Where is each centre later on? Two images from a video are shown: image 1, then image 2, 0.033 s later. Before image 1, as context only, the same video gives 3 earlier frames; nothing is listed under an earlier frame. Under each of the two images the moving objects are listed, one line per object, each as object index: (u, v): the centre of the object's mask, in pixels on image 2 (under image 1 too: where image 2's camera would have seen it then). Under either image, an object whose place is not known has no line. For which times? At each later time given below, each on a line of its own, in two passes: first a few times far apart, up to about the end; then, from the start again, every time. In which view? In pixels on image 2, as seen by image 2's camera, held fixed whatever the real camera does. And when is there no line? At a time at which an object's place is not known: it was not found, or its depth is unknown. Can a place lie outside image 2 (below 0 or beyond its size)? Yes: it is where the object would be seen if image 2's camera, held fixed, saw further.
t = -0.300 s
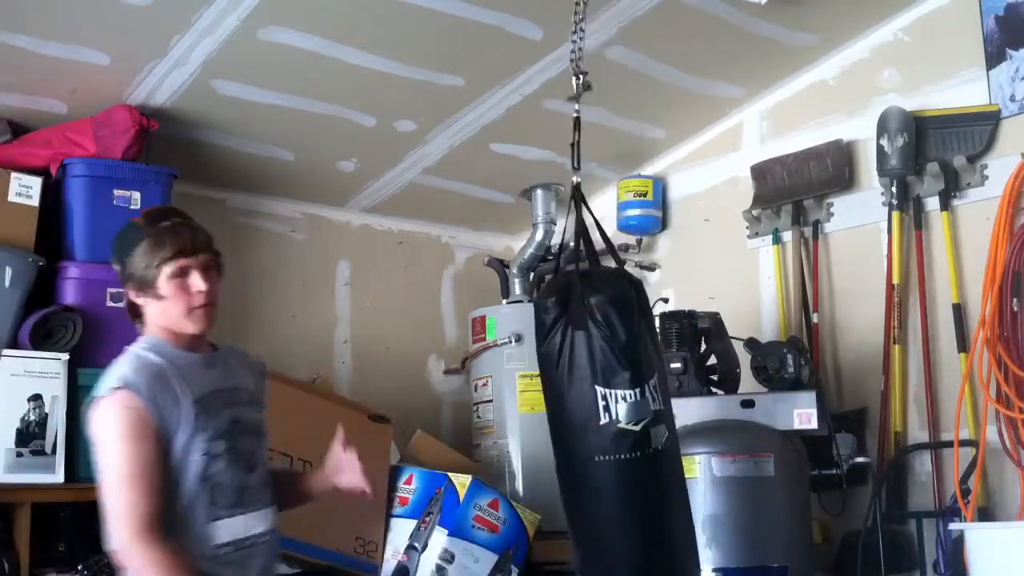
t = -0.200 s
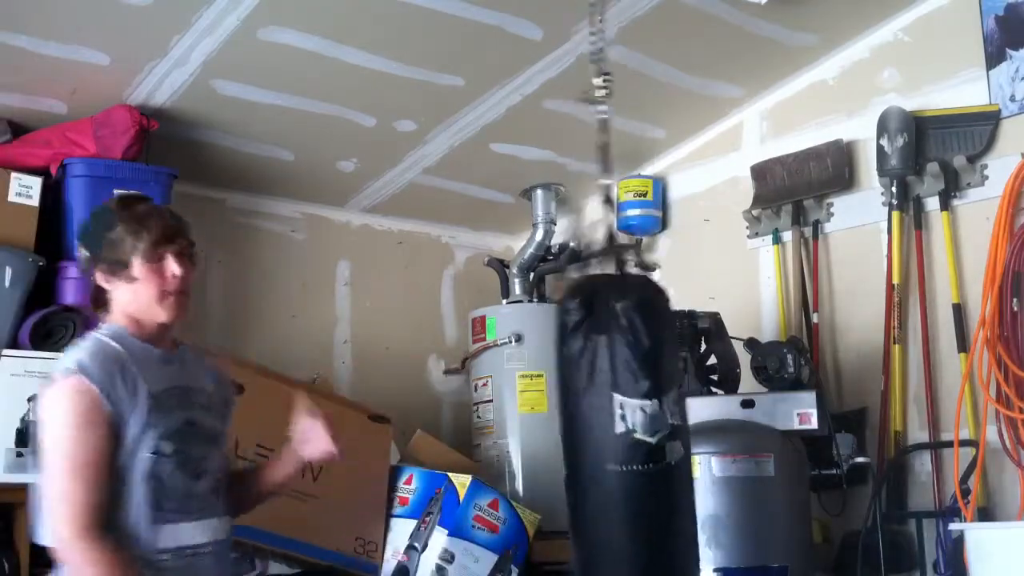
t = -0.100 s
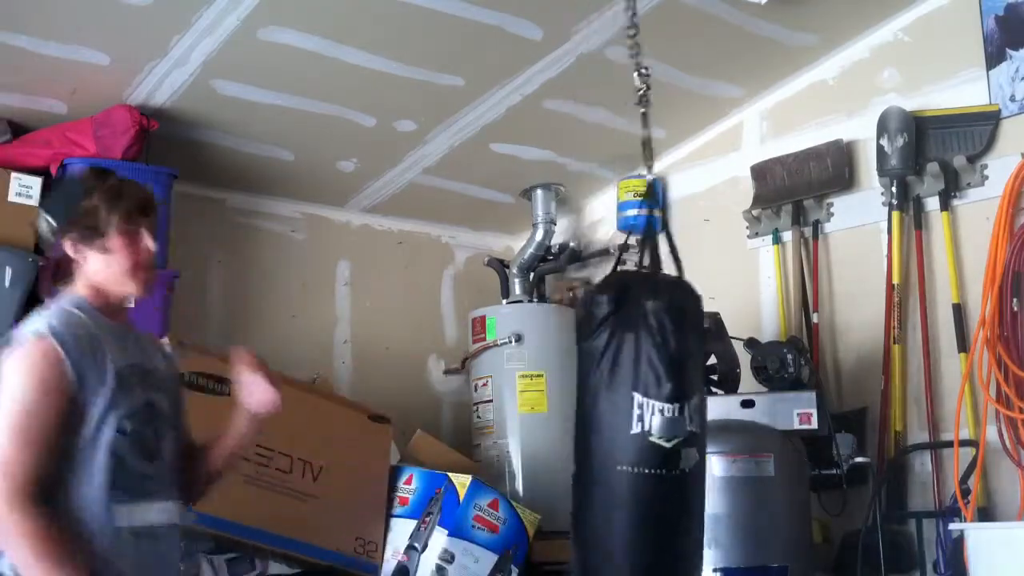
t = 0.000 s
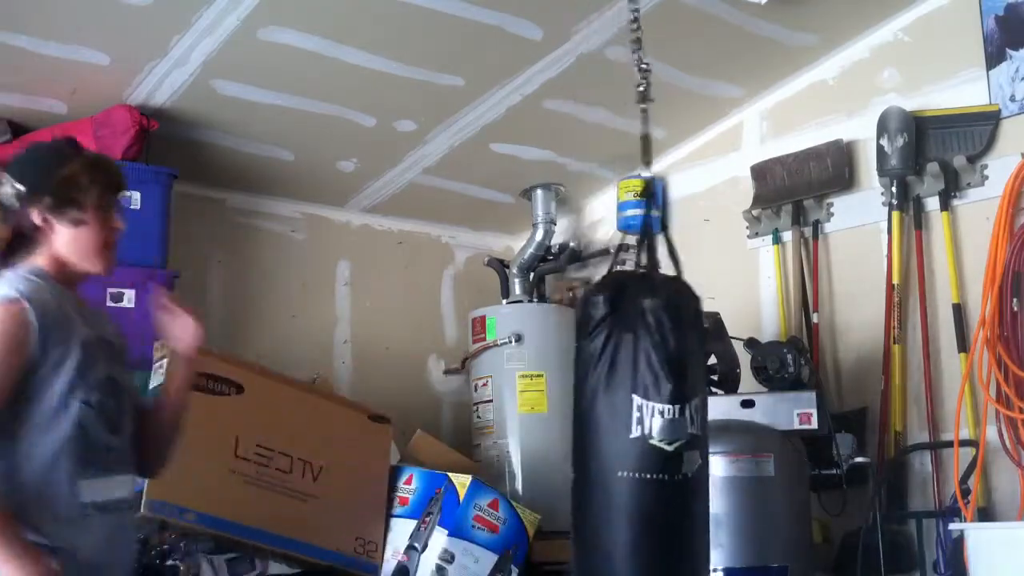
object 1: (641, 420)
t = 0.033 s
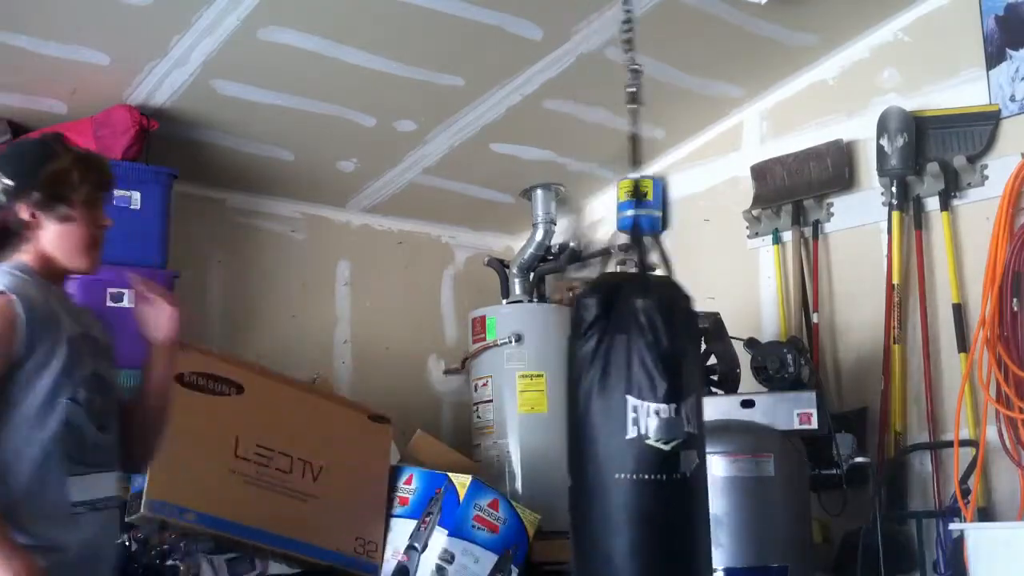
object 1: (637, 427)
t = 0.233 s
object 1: (629, 419)
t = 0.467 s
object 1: (651, 407)
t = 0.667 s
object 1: (634, 384)
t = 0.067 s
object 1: (632, 427)
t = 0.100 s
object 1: (628, 424)
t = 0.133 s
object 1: (625, 417)
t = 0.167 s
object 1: (625, 416)
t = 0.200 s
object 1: (626, 415)
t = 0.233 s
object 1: (629, 419)
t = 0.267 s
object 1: (635, 424)
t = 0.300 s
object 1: (641, 421)
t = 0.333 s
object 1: (648, 418)
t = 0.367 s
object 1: (652, 406)
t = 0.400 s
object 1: (653, 402)
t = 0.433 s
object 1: (653, 401)
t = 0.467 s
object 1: (651, 407)
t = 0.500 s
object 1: (647, 407)
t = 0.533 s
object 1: (642, 406)
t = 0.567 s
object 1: (636, 392)
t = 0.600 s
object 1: (634, 389)
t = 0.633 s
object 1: (633, 386)
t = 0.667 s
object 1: (634, 384)
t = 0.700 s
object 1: (637, 381)
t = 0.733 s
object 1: (641, 379)
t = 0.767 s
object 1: (645, 377)
